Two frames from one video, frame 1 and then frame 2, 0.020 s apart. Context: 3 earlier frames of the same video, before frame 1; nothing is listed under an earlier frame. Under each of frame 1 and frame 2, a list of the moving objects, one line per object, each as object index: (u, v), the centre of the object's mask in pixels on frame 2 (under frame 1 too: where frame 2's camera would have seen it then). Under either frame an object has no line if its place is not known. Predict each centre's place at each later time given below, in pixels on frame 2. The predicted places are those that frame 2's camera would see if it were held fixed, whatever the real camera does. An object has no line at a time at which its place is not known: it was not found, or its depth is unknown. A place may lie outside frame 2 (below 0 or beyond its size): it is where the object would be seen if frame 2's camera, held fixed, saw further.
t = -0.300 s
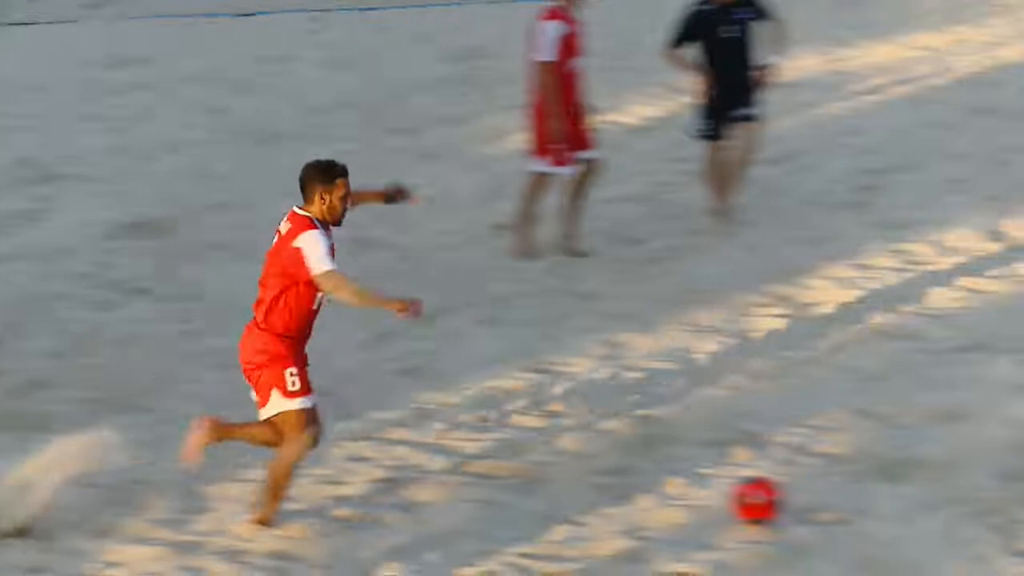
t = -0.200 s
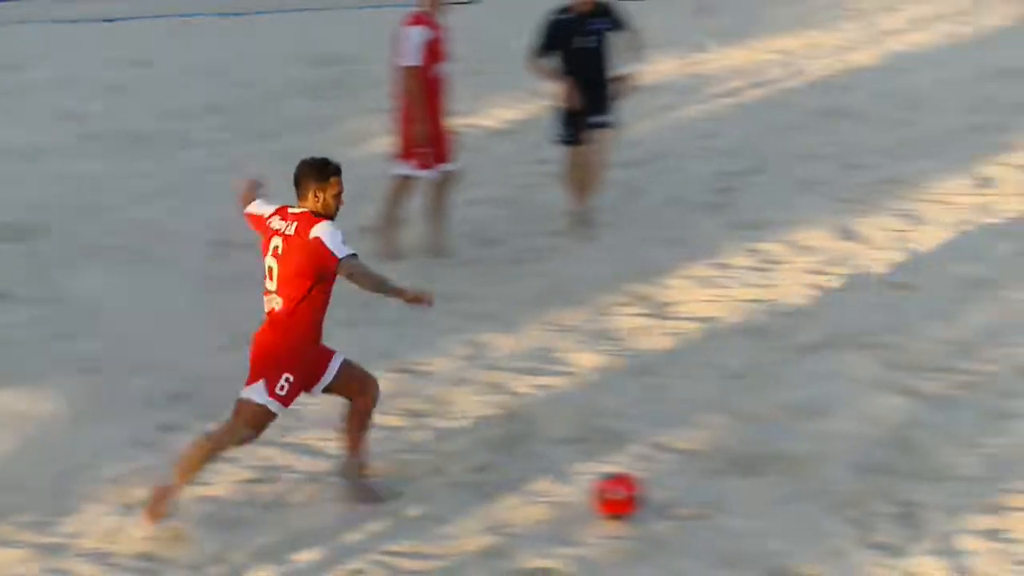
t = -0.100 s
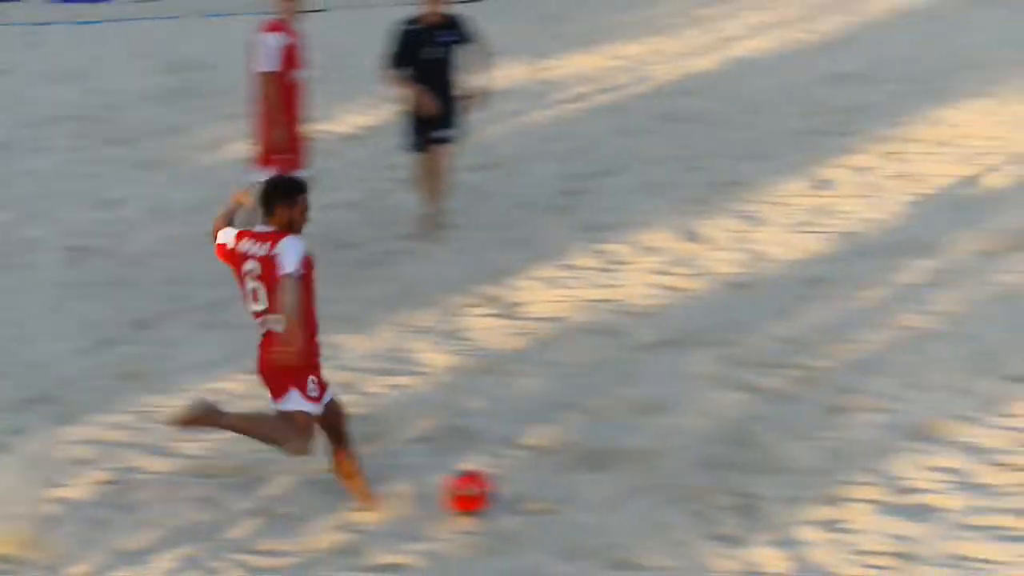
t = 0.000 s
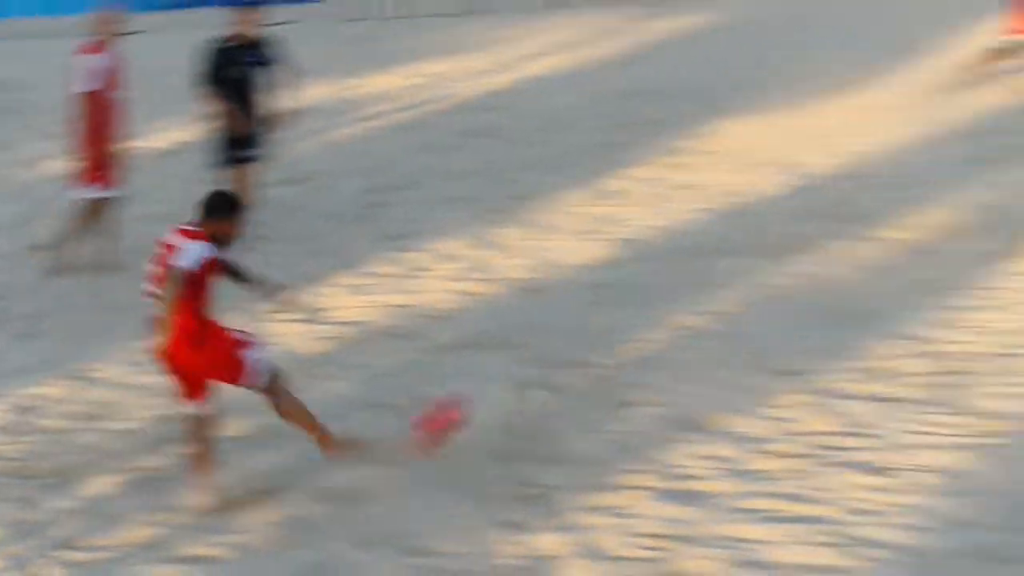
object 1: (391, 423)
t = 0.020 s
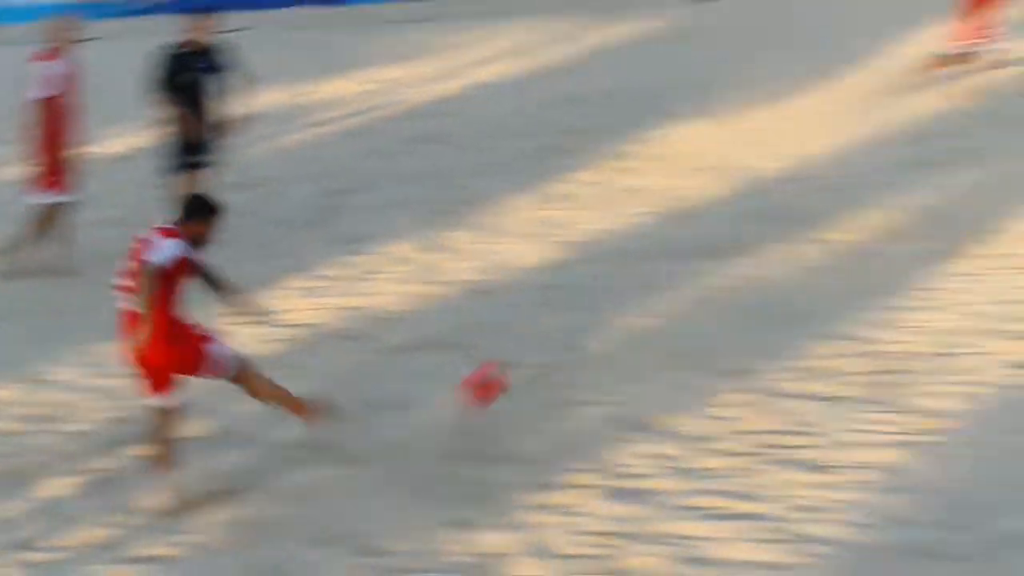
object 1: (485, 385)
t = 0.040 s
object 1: (577, 350)
